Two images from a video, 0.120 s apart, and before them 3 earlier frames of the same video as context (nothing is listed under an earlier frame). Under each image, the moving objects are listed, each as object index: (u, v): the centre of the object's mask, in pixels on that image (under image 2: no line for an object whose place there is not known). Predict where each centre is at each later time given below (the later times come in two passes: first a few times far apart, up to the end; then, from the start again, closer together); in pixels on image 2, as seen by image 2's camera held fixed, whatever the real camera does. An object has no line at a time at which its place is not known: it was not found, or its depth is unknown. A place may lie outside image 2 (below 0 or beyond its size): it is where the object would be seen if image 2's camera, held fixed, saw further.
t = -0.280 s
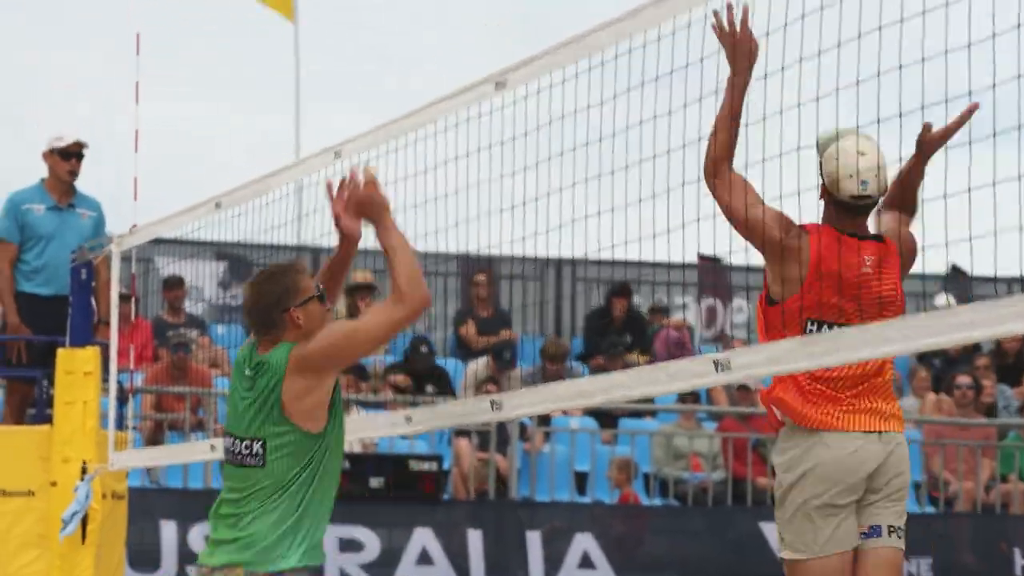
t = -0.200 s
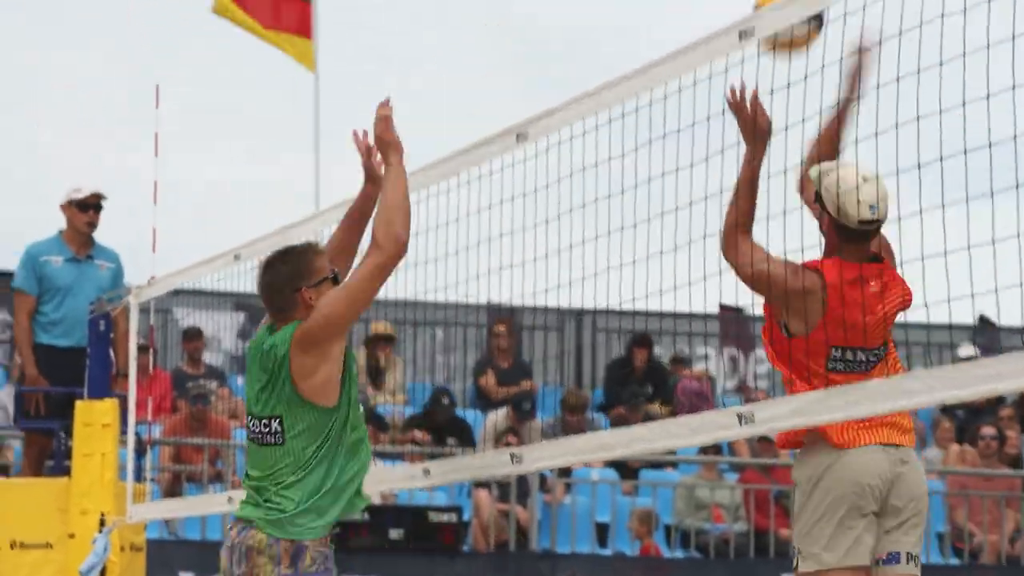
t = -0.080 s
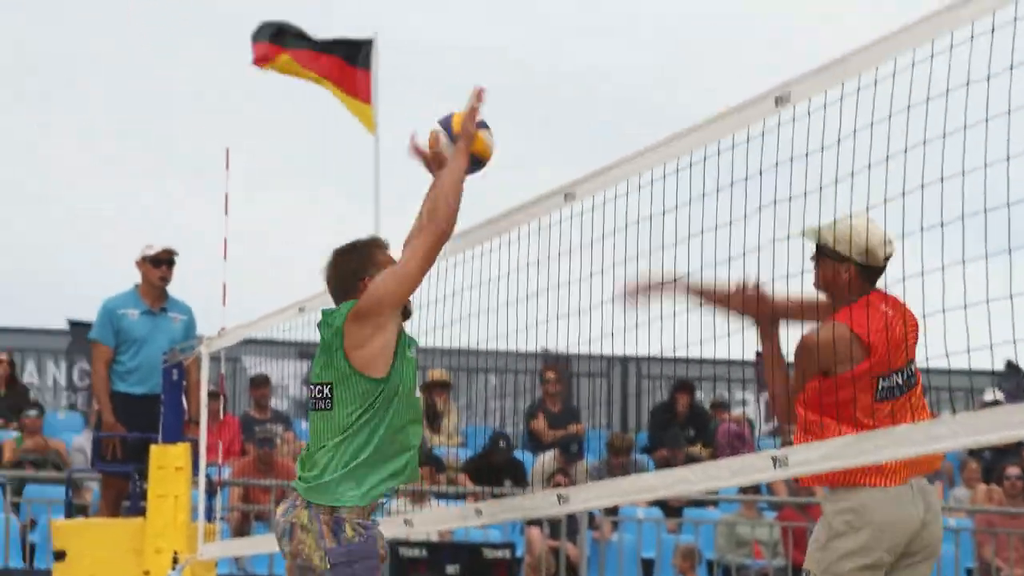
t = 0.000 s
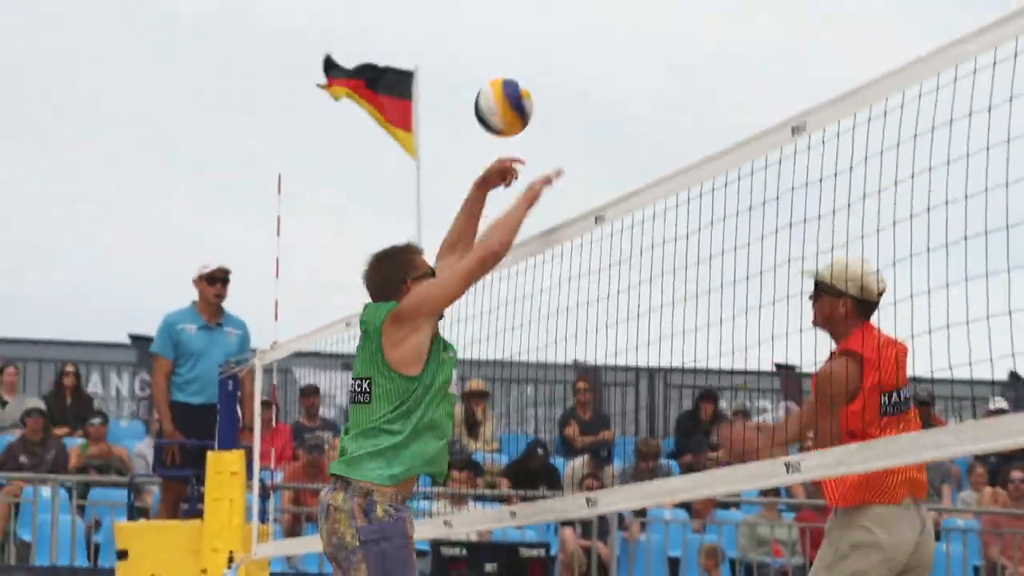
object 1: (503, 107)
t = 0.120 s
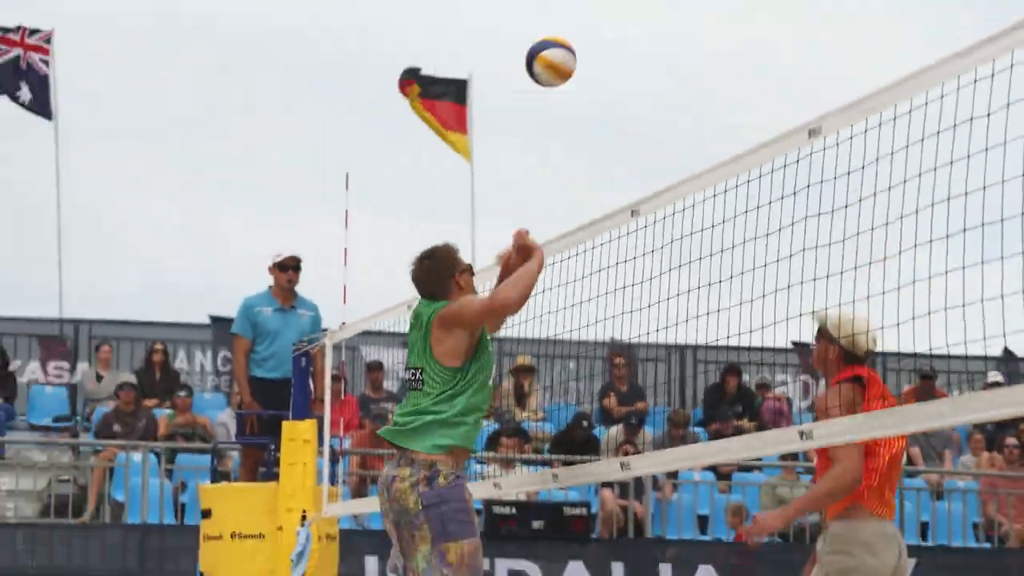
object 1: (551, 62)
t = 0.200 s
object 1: (548, 49)
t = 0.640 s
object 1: (491, 222)
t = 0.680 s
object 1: (482, 247)
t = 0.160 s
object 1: (549, 54)
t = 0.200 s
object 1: (548, 49)
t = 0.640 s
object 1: (491, 222)
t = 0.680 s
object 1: (482, 247)
